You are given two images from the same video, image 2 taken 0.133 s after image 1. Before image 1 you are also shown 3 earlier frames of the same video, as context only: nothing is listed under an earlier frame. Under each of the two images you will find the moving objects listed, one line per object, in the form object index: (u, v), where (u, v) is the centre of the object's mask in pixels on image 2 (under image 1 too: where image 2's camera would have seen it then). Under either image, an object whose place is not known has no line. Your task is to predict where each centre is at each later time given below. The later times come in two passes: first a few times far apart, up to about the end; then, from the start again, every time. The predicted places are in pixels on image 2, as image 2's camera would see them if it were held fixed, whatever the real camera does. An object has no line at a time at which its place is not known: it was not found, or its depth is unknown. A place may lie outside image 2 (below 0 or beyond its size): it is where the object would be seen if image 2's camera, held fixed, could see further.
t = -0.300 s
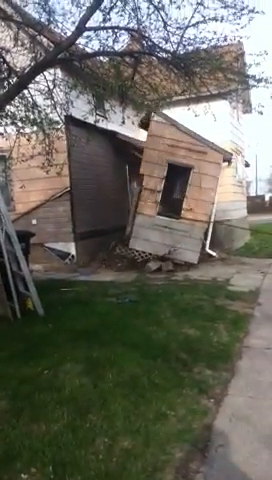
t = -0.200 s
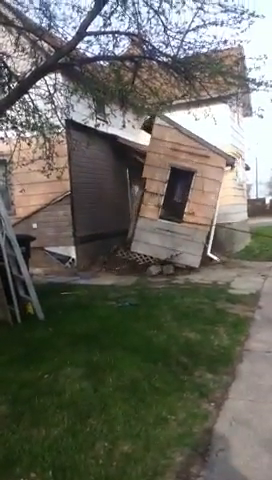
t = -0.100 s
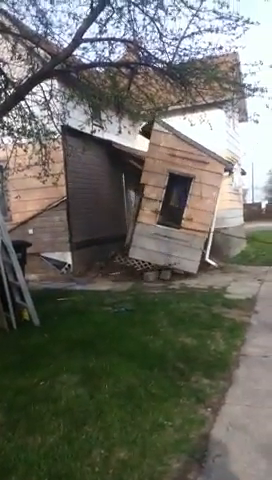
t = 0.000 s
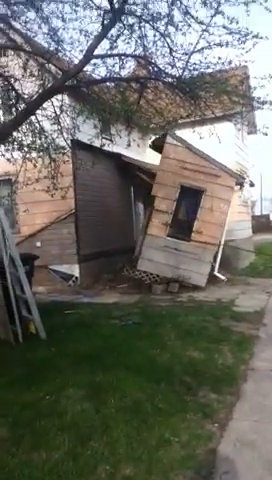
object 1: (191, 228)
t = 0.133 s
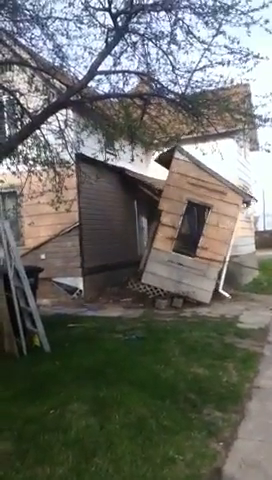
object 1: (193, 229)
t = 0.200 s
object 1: (194, 229)
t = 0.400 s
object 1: (197, 230)
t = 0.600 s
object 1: (201, 233)
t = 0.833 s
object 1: (206, 235)
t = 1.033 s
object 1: (213, 234)
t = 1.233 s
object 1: (225, 235)
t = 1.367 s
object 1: (234, 238)
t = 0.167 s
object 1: (193, 229)
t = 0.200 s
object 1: (194, 229)
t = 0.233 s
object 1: (194, 229)
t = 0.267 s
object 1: (195, 229)
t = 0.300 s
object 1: (195, 229)
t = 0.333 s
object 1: (196, 230)
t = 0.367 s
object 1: (196, 230)
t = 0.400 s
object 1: (197, 230)
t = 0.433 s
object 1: (198, 230)
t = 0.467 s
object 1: (199, 231)
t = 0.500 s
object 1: (199, 231)
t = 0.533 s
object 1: (200, 232)
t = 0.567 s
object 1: (200, 231)
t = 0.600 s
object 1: (201, 233)
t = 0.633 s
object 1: (201, 233)
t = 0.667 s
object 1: (202, 234)
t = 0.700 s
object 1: (203, 234)
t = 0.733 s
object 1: (203, 235)
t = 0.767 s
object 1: (204, 234)
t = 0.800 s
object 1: (205, 235)
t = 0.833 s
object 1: (206, 235)
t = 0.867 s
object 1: (207, 235)
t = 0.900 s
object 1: (208, 235)
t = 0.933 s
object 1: (209, 234)
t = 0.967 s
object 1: (210, 234)
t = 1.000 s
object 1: (212, 234)
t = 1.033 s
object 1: (213, 234)
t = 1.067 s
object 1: (215, 234)
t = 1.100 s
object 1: (216, 234)
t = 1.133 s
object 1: (218, 234)
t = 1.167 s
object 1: (220, 234)
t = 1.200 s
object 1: (222, 235)
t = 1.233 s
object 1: (225, 235)
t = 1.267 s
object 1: (227, 236)
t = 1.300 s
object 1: (229, 237)
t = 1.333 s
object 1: (232, 237)
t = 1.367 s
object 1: (234, 238)
